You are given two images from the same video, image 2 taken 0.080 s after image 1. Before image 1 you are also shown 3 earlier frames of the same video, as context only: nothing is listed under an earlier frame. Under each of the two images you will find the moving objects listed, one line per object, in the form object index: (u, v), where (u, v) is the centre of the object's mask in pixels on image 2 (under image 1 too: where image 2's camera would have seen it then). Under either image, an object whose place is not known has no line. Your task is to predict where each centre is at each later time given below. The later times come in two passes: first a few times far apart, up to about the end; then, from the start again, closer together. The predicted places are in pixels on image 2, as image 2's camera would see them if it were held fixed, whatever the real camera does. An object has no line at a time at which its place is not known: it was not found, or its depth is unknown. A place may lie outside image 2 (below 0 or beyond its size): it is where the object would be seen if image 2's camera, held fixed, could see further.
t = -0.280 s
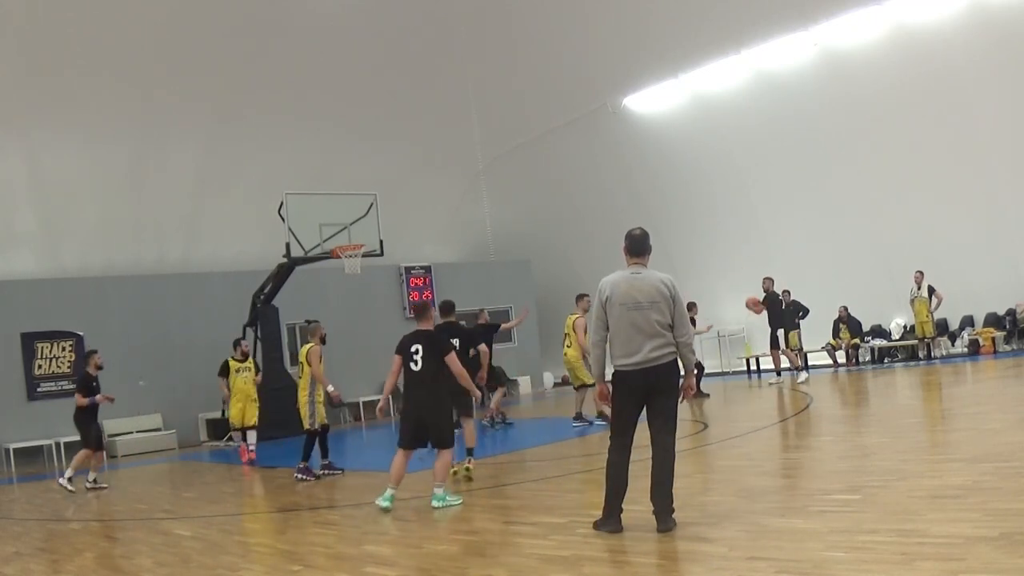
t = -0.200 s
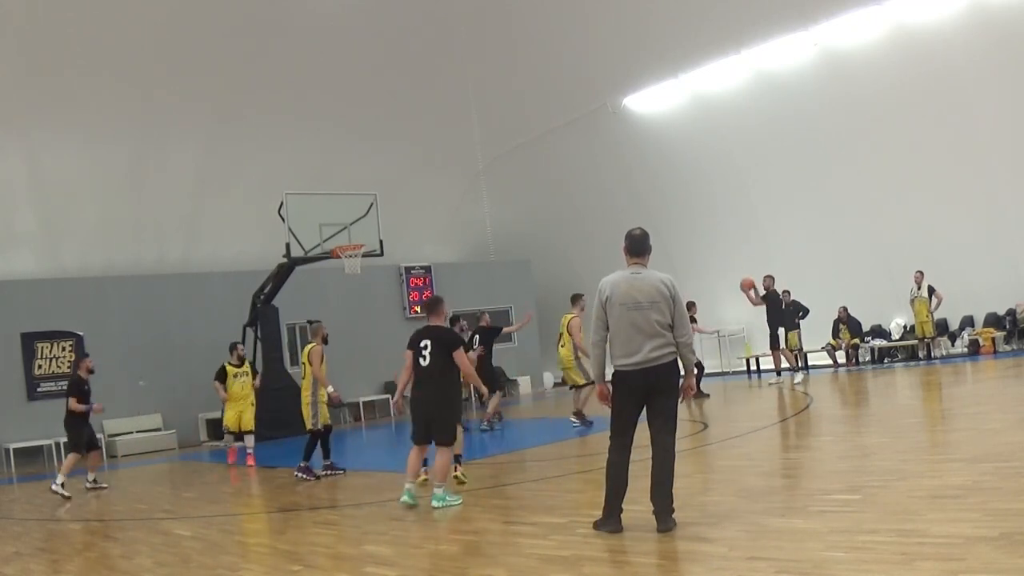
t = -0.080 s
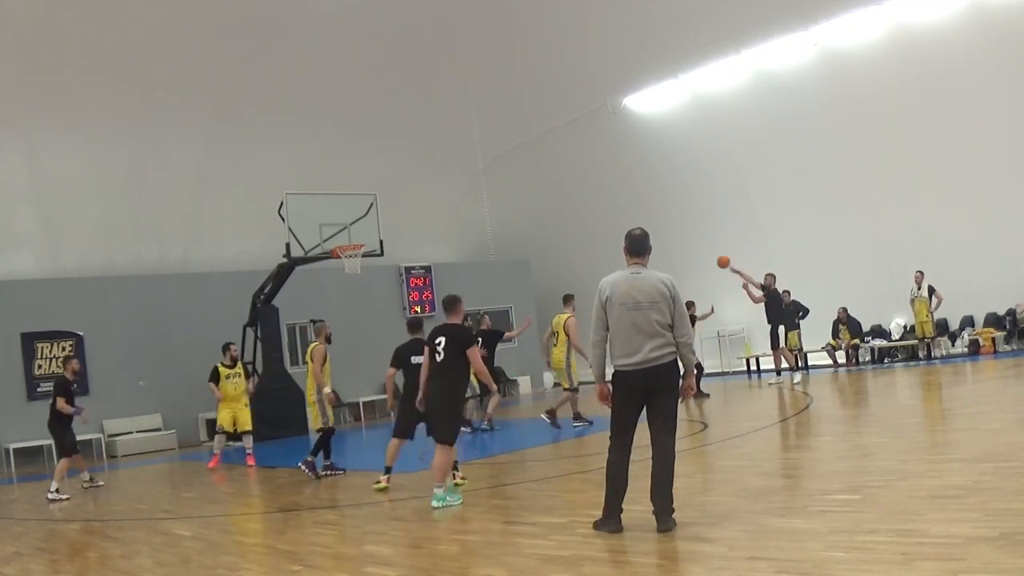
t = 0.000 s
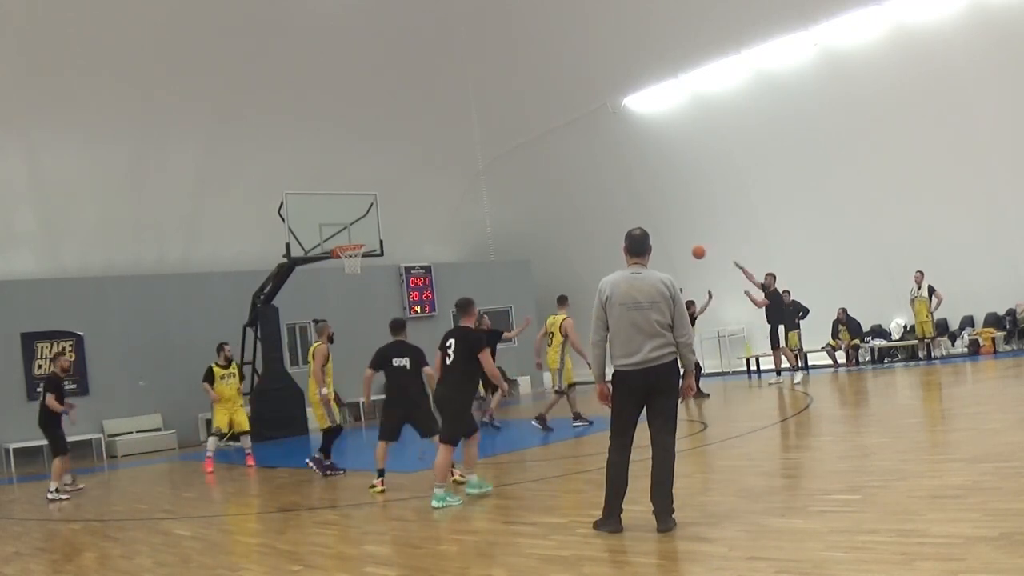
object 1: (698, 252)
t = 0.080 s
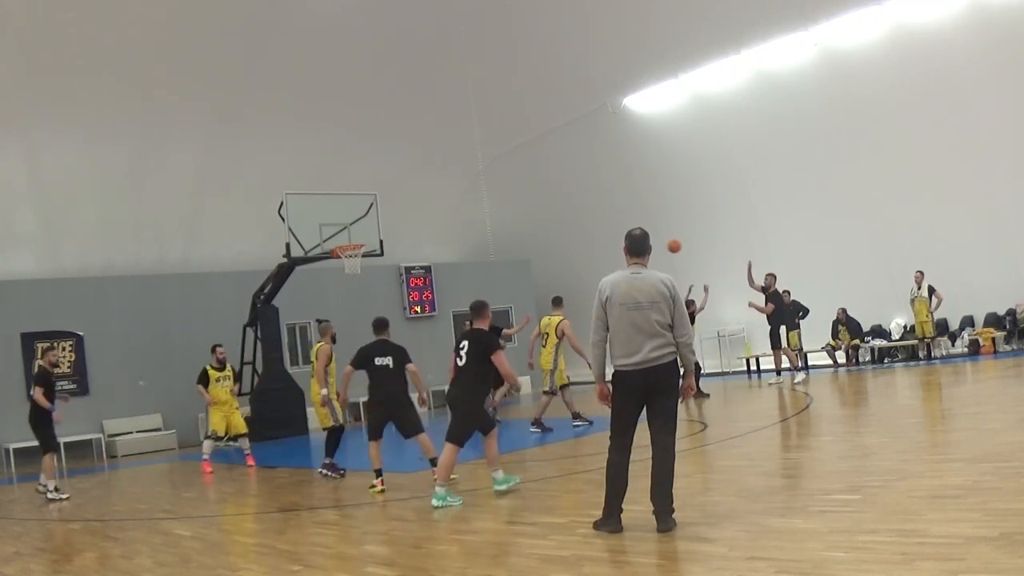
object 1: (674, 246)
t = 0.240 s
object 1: (621, 244)
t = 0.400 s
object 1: (577, 256)
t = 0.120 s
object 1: (662, 244)
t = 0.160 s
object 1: (654, 243)
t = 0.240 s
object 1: (621, 244)
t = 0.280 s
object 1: (613, 245)
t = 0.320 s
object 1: (601, 247)
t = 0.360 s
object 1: (589, 251)
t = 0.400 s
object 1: (577, 256)
